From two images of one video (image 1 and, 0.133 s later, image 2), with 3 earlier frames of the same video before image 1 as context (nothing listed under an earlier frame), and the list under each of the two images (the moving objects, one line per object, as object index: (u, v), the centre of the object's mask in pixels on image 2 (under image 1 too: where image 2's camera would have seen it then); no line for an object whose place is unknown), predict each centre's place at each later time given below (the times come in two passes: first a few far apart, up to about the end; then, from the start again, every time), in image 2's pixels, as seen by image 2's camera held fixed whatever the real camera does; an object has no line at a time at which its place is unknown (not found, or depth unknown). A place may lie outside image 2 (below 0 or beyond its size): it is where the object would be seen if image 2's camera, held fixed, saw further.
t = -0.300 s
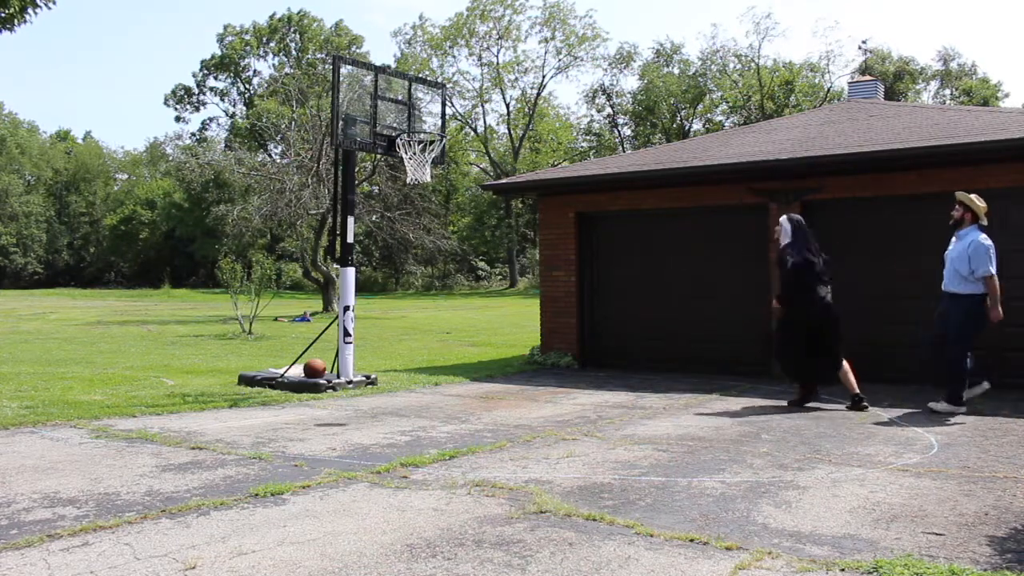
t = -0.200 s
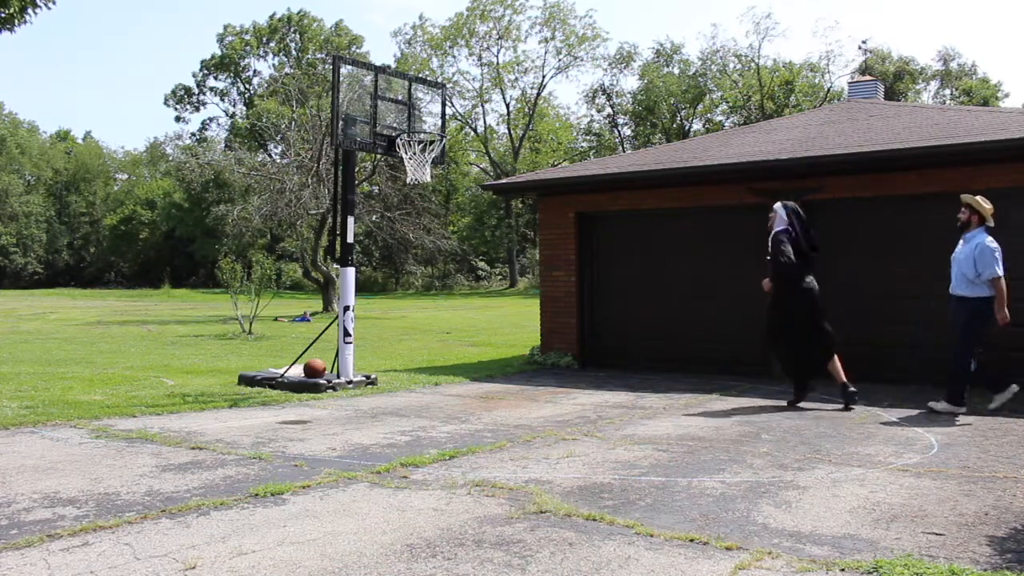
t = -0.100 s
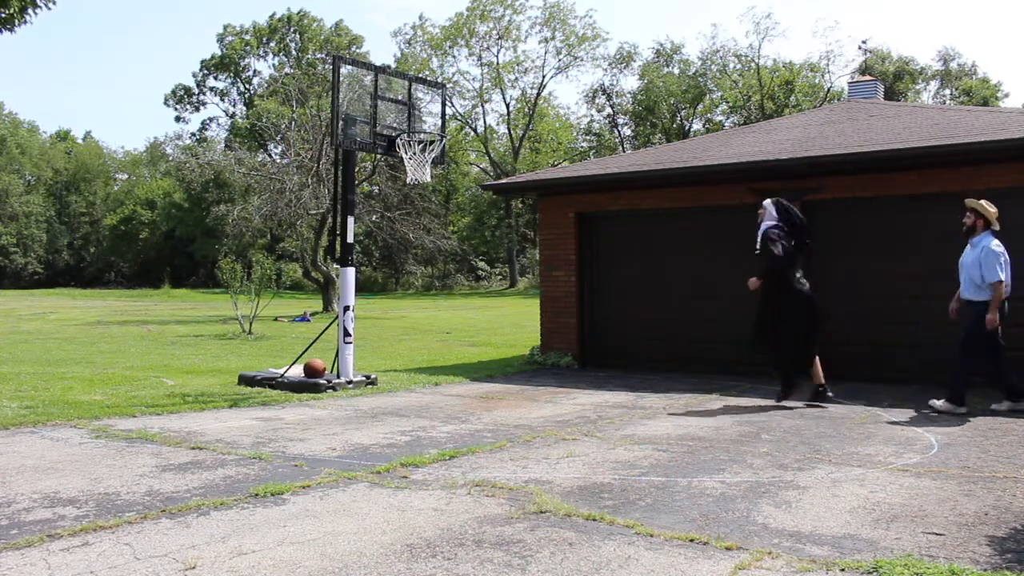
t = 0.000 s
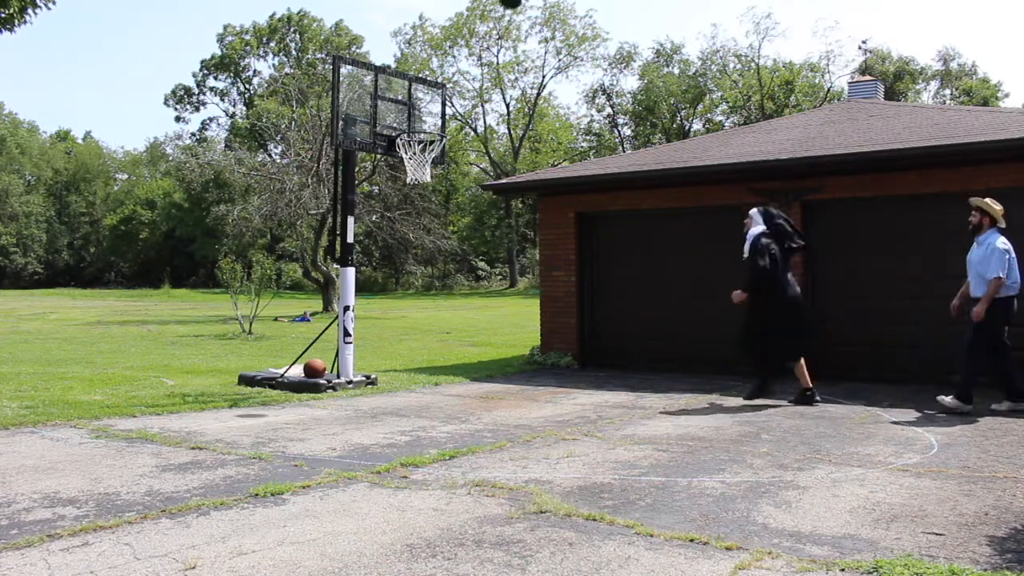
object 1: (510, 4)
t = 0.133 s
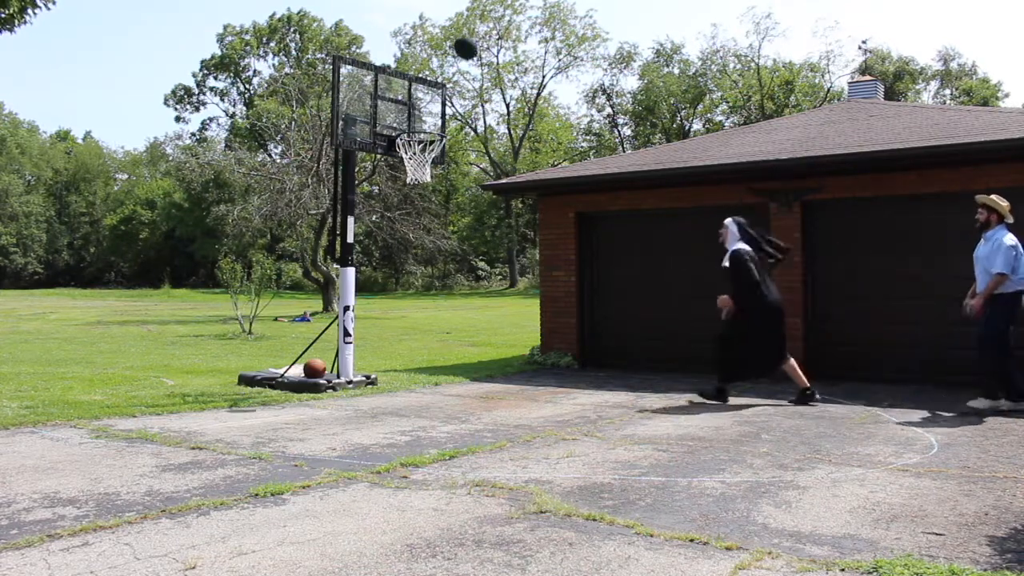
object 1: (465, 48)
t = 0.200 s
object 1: (443, 80)
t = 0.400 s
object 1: (422, 105)
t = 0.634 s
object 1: (444, 77)
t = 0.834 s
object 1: (468, 105)
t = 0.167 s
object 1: (454, 64)
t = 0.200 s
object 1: (443, 80)
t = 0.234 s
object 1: (433, 98)
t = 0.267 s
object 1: (422, 116)
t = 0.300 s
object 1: (414, 129)
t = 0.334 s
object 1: (417, 122)
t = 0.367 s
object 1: (419, 113)
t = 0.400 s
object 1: (422, 105)
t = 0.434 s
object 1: (425, 97)
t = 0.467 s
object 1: (428, 91)
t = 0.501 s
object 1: (431, 87)
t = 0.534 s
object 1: (434, 83)
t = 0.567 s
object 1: (437, 80)
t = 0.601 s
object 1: (441, 77)
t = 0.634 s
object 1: (444, 77)
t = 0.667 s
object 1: (448, 78)
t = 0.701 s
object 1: (452, 80)
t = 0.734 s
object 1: (456, 83)
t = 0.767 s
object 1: (459, 89)
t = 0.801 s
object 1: (464, 96)
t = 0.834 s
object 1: (468, 105)
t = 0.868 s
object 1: (473, 116)
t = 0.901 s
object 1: (477, 129)
